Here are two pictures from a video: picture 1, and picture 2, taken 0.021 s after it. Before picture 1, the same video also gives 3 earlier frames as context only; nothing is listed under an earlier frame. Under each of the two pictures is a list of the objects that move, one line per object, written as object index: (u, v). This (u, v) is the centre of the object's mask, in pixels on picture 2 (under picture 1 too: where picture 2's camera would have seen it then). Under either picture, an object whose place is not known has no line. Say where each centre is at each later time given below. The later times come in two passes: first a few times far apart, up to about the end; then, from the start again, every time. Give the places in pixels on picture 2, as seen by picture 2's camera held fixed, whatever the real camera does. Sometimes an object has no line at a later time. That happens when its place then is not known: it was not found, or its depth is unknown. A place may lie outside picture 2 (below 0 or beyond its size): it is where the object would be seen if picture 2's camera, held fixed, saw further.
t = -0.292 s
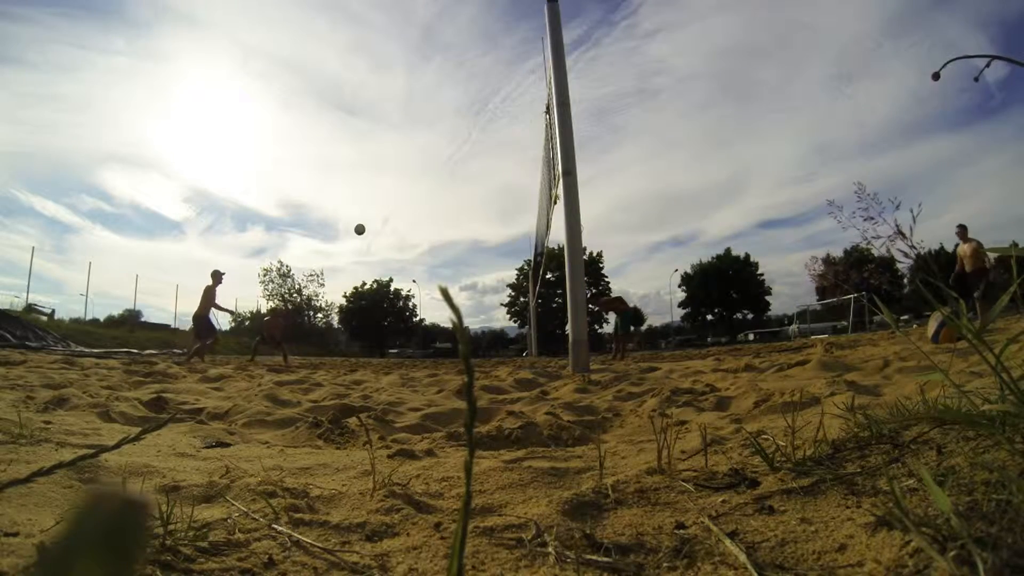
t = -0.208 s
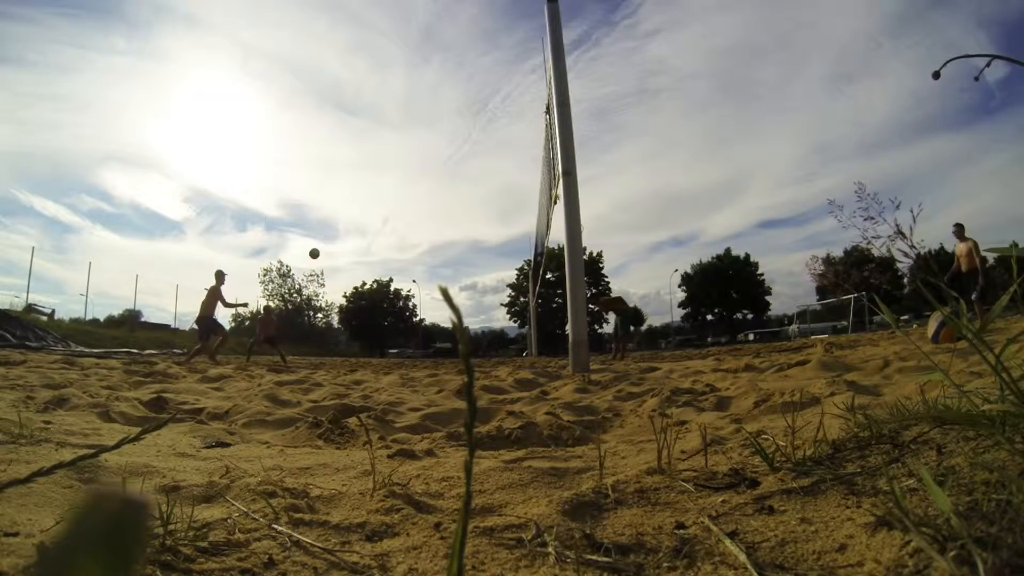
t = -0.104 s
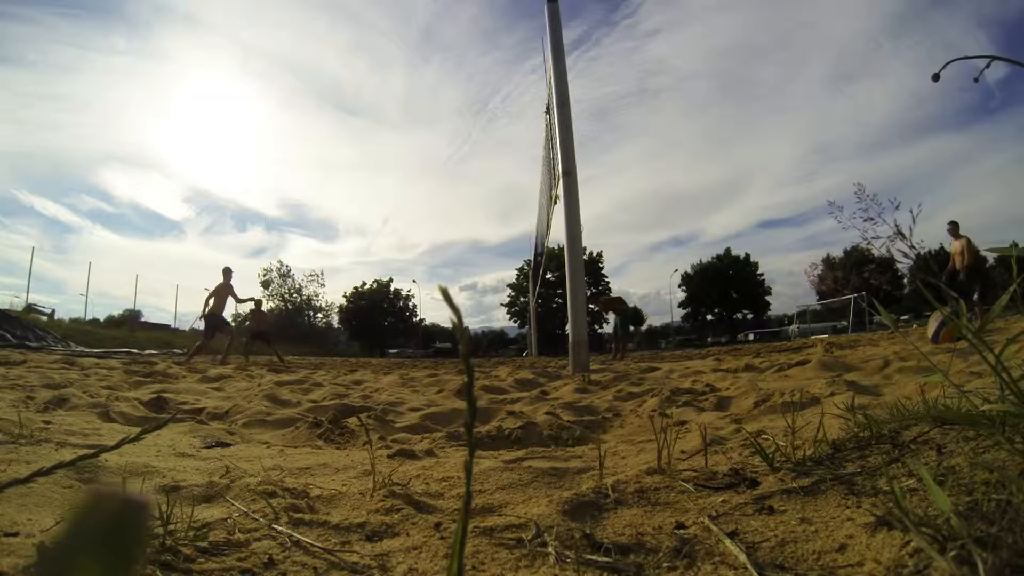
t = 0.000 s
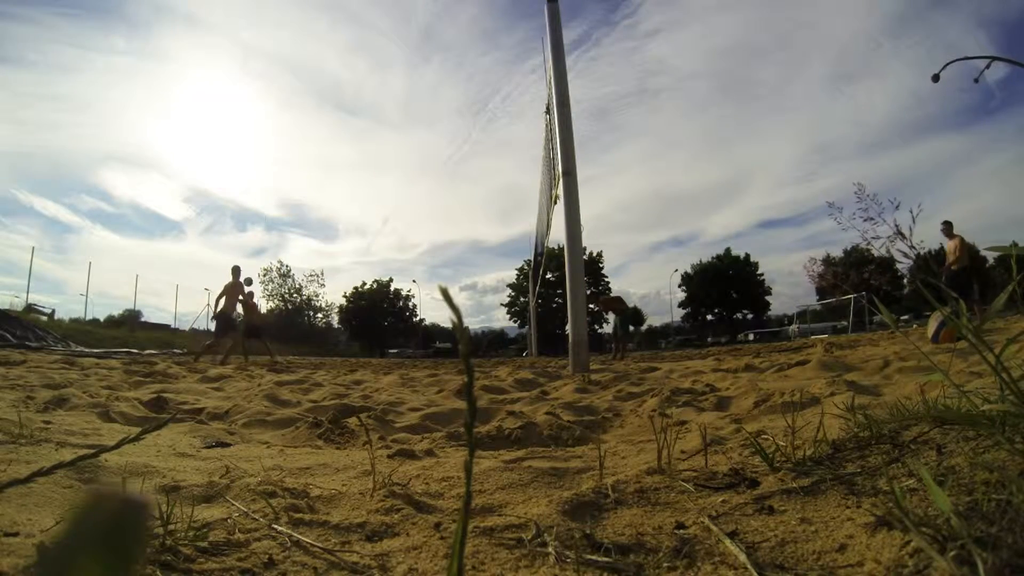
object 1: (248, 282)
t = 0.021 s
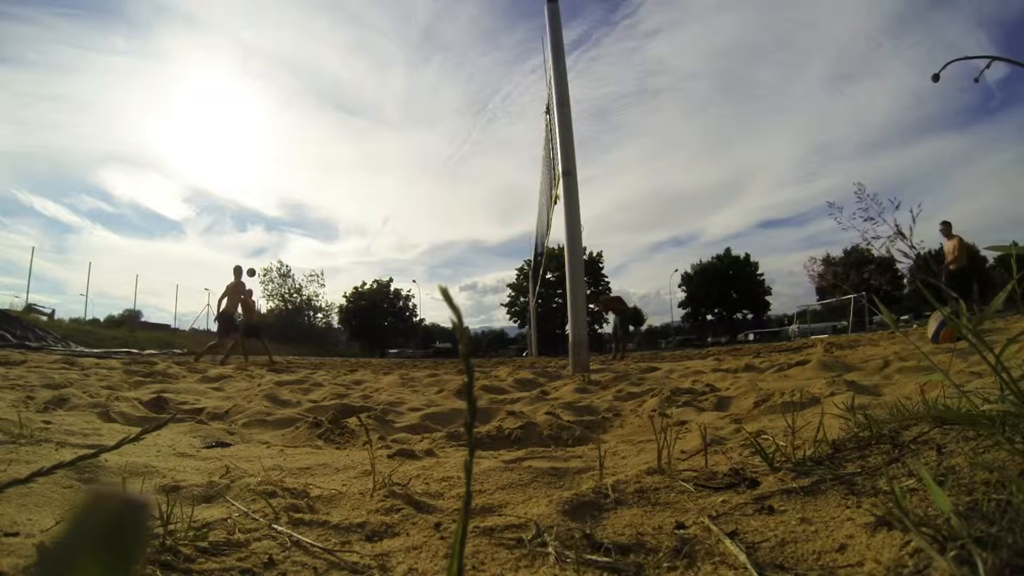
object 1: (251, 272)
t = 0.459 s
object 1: (315, 139)
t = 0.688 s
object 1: (346, 109)
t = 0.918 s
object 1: (374, 99)
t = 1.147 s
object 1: (400, 110)
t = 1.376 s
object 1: (426, 140)
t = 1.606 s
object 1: (453, 195)
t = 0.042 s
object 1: (254, 263)
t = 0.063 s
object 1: (257, 255)
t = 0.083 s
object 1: (260, 246)
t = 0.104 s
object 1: (263, 238)
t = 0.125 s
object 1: (266, 230)
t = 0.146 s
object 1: (269, 223)
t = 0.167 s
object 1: (273, 215)
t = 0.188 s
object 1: (276, 208)
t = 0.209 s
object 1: (279, 201)
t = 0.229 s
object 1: (282, 195)
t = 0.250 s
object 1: (285, 189)
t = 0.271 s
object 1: (288, 183)
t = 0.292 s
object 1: (291, 177)
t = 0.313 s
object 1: (294, 172)
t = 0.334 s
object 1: (297, 166)
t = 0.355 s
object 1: (300, 161)
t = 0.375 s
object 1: (304, 156)
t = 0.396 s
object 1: (306, 152)
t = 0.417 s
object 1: (310, 147)
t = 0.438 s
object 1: (312, 143)
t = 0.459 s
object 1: (315, 139)
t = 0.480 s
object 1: (318, 136)
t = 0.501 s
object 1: (321, 132)
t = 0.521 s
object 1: (324, 129)
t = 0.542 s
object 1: (327, 126)
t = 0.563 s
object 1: (330, 123)
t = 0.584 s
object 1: (332, 120)
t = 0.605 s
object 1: (335, 117)
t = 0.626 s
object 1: (338, 115)
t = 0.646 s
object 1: (341, 113)
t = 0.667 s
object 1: (343, 111)
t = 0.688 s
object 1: (346, 109)
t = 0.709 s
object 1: (349, 107)
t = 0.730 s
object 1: (351, 105)
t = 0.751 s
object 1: (354, 105)
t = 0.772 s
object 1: (356, 103)
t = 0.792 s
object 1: (359, 102)
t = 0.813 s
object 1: (362, 101)
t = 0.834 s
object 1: (364, 101)
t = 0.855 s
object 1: (367, 100)
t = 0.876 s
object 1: (369, 100)
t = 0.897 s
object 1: (372, 99)
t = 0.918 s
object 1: (374, 99)
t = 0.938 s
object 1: (376, 100)
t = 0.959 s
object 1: (379, 100)
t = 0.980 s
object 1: (381, 100)
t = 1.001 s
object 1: (384, 101)
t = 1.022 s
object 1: (386, 102)
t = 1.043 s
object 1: (389, 103)
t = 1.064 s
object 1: (391, 104)
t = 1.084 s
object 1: (393, 105)
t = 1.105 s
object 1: (395, 106)
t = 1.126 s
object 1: (398, 108)
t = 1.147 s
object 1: (400, 110)
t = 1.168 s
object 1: (403, 111)
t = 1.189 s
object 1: (405, 114)
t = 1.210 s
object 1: (407, 116)
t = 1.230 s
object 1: (410, 118)
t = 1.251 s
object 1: (412, 121)
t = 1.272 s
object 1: (414, 124)
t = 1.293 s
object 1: (417, 126)
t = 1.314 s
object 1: (419, 130)
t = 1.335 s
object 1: (421, 133)
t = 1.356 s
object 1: (424, 136)
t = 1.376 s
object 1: (426, 140)
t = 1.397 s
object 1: (429, 144)
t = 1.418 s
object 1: (431, 148)
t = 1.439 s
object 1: (433, 153)
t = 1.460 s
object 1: (436, 157)
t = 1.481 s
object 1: (438, 162)
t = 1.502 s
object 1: (441, 167)
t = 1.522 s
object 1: (443, 172)
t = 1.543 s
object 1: (446, 177)
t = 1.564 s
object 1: (448, 183)
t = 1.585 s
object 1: (451, 189)
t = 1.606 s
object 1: (453, 195)
